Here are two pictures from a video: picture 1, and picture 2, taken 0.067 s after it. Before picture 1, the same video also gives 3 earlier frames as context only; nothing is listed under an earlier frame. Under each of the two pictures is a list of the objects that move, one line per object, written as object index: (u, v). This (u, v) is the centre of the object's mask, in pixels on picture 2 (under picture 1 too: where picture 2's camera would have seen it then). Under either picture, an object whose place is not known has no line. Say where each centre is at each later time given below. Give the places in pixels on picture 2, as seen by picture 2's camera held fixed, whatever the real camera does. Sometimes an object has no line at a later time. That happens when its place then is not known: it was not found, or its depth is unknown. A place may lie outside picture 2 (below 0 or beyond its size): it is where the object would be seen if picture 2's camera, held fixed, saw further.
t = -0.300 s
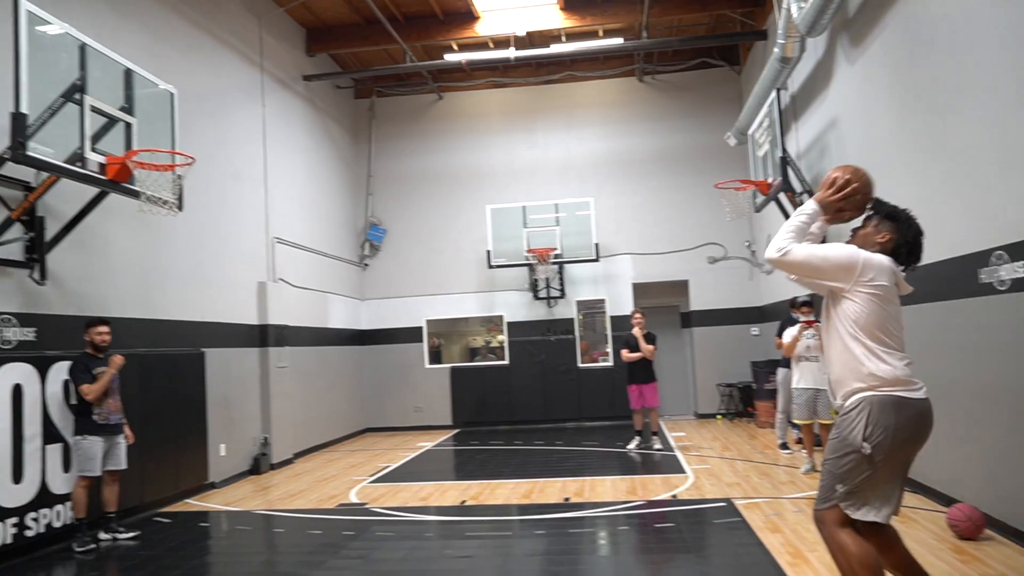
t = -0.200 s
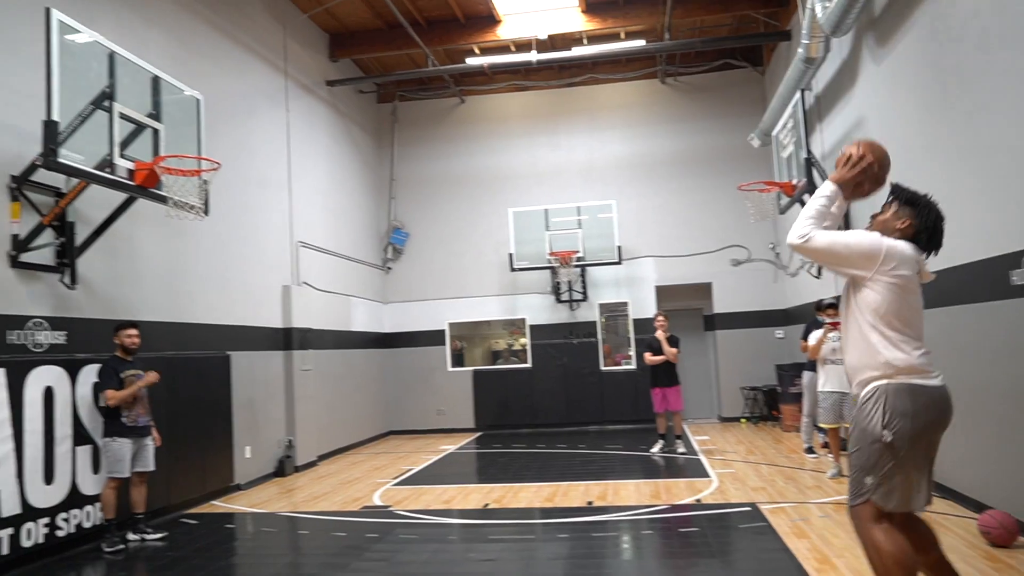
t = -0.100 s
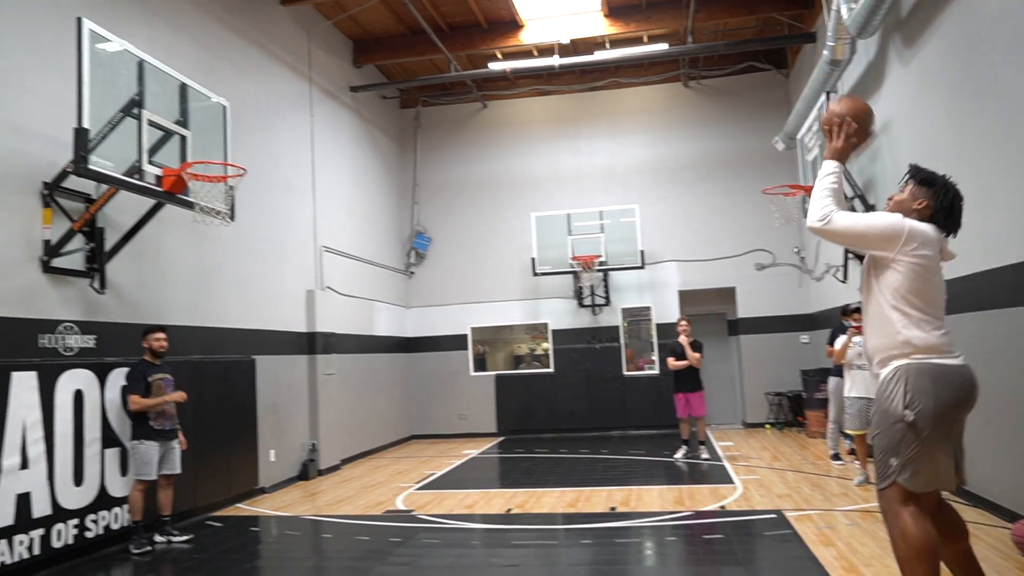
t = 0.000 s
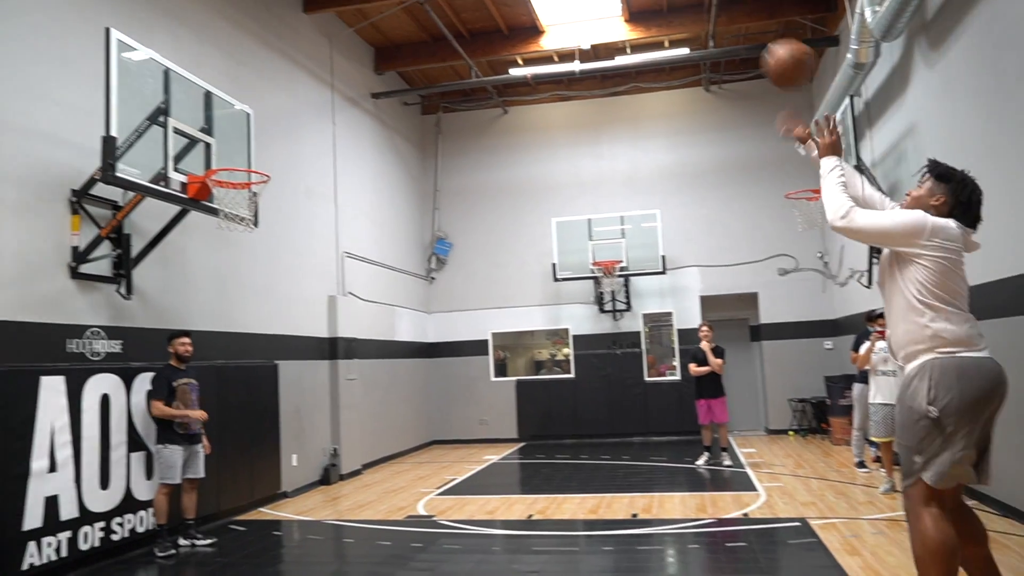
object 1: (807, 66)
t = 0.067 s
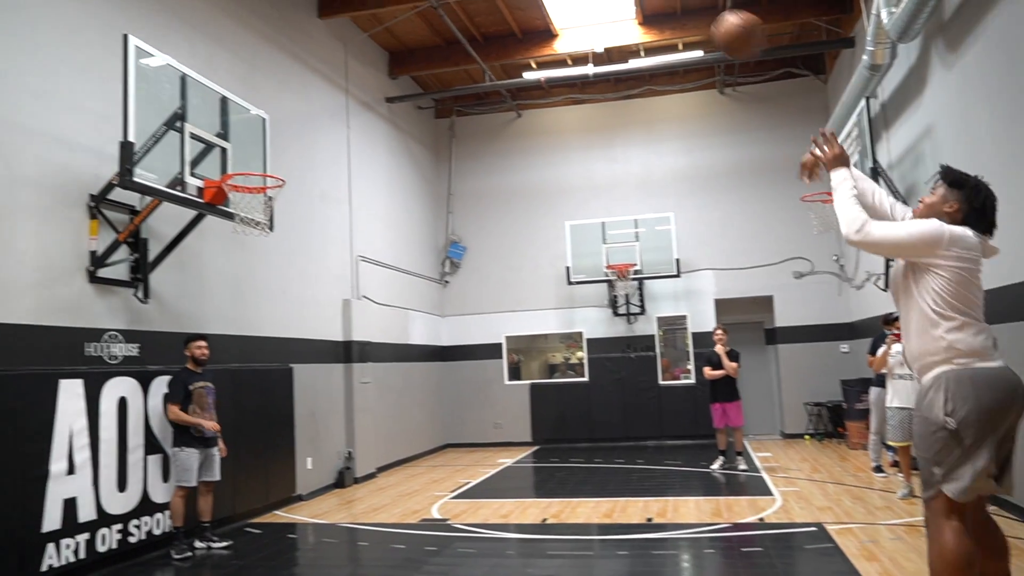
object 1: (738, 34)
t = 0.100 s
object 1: (707, 22)
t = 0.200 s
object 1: (624, 7)
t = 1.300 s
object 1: (353, 502)
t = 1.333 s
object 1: (362, 562)
